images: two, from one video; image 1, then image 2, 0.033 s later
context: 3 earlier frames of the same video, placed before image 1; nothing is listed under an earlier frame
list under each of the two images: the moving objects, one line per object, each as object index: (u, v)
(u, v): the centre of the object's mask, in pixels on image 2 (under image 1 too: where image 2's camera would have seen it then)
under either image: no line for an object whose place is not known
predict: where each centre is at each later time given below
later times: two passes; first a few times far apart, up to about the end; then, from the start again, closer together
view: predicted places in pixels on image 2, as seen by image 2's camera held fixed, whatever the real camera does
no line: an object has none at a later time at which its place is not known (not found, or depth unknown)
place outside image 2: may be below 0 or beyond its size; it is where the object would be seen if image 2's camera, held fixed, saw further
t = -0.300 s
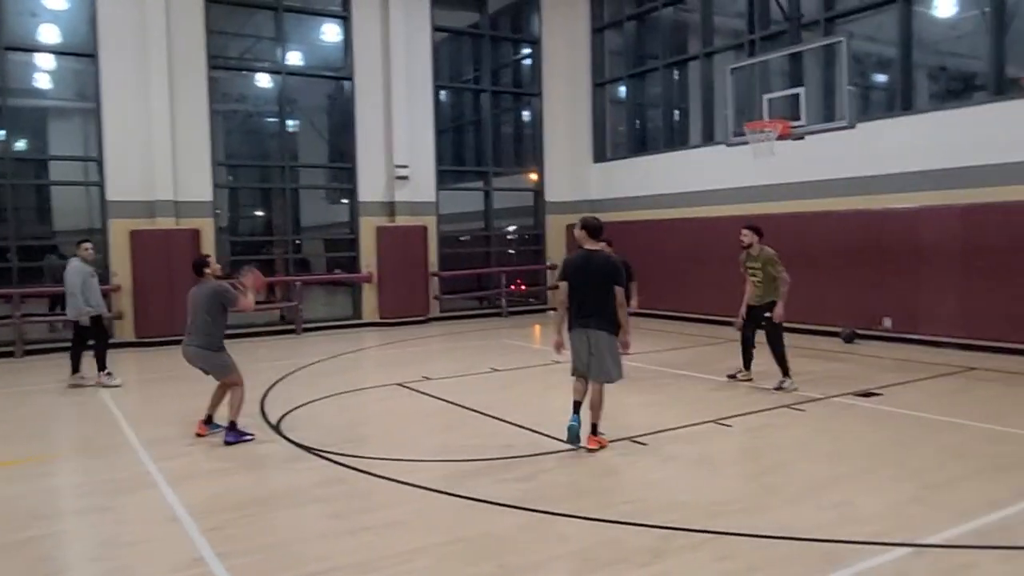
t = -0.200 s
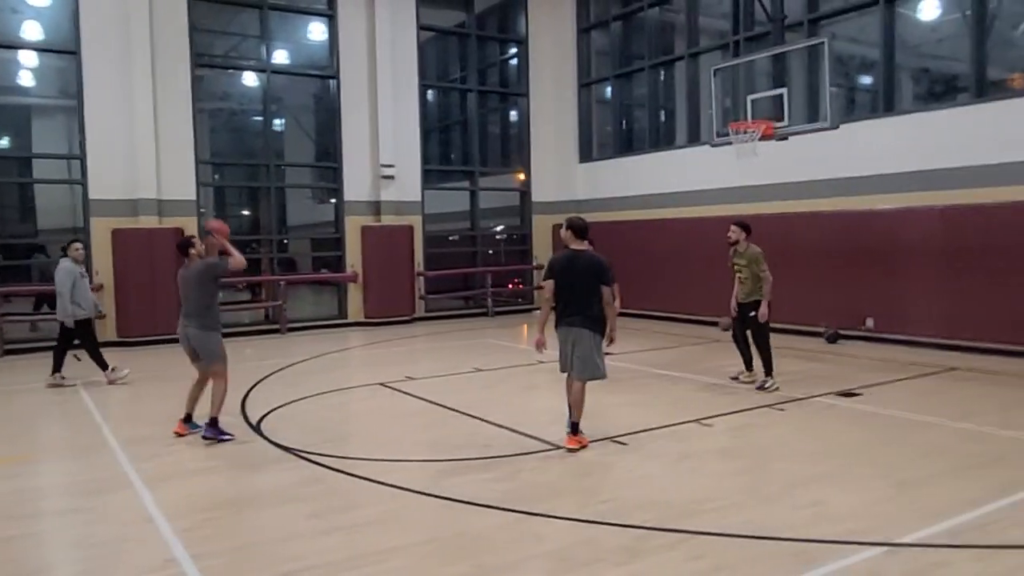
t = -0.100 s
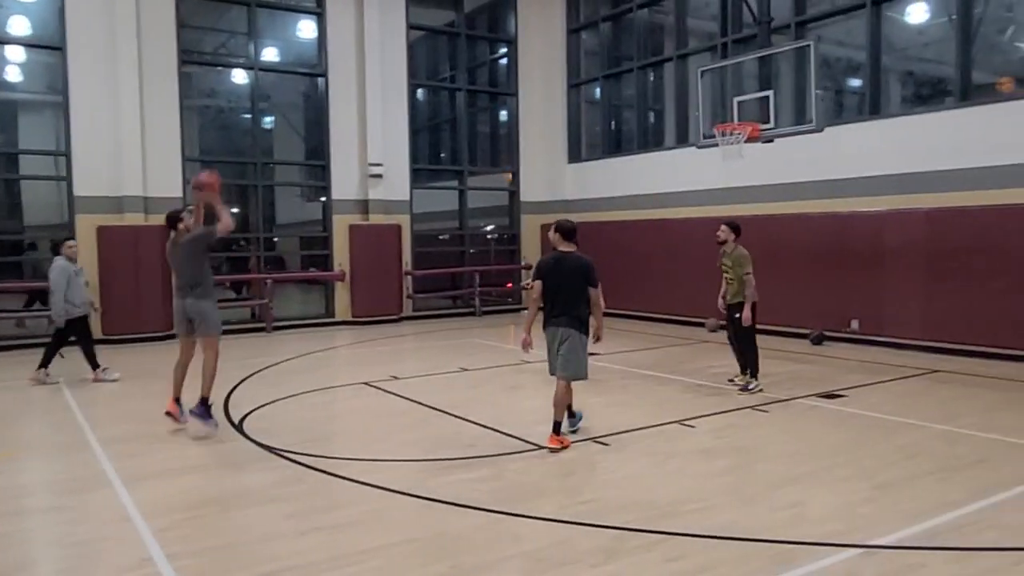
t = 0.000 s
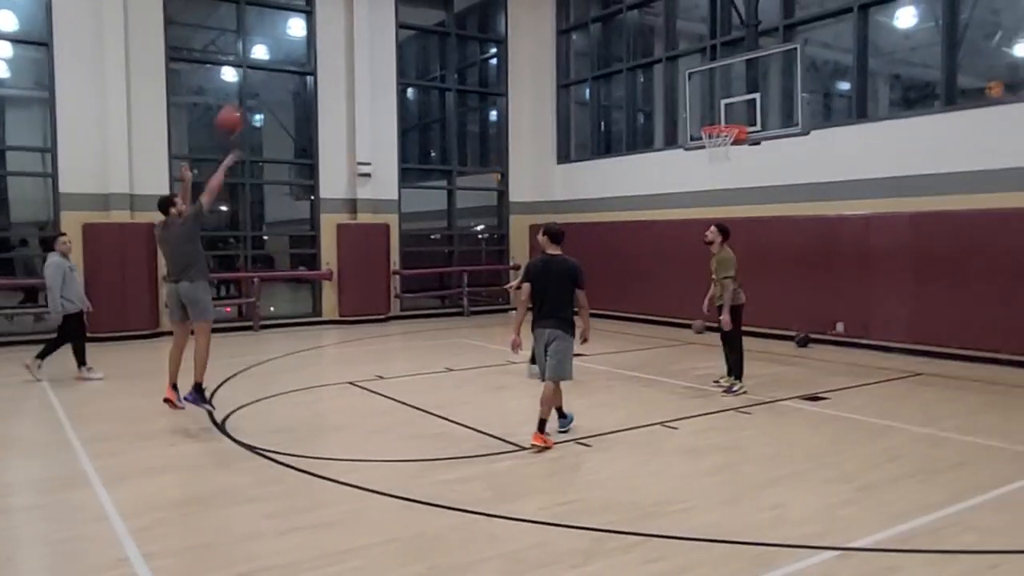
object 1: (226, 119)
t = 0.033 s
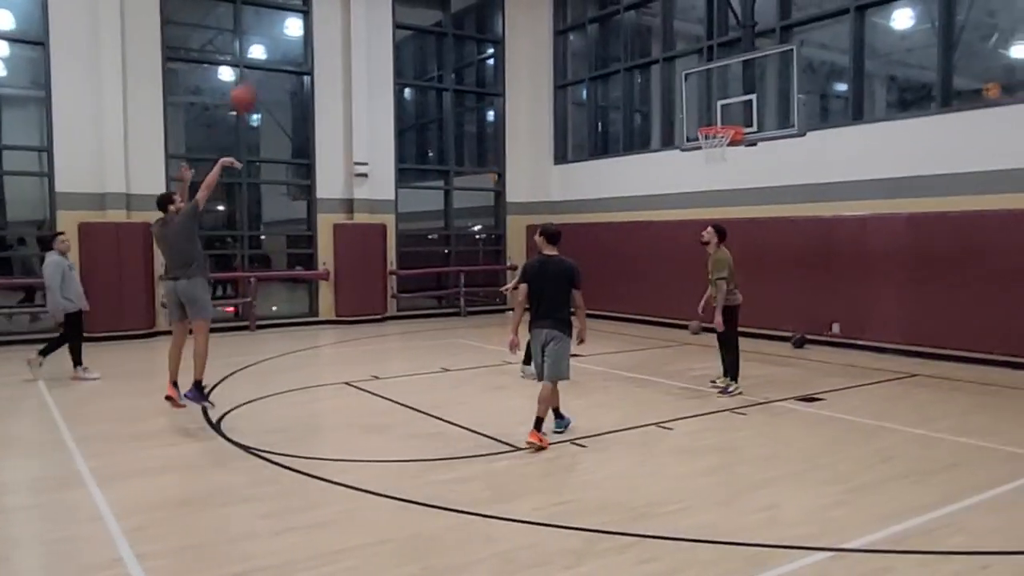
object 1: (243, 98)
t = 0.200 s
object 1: (322, 13)
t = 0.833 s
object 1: (567, -26)
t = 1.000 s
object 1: (621, 11)
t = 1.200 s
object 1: (677, 86)
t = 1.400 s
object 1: (710, 91)
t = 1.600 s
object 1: (716, 58)
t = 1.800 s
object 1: (710, 53)
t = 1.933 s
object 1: (703, 69)
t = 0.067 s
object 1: (259, 77)
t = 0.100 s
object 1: (275, 60)
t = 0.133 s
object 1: (290, 45)
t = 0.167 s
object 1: (307, 27)
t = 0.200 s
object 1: (322, 13)
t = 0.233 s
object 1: (338, 3)
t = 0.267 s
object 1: (354, -3)
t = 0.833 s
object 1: (567, -26)
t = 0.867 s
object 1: (579, -23)
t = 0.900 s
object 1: (590, -17)
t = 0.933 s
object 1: (600, -8)
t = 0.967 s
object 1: (611, 2)
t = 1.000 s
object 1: (621, 11)
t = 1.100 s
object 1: (651, 45)
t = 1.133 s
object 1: (660, 58)
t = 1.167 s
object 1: (669, 71)
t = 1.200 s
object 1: (677, 86)
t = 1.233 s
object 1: (687, 102)
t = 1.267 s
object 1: (695, 117)
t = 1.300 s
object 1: (700, 120)
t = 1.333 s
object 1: (704, 110)
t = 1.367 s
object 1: (707, 99)
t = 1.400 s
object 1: (710, 91)
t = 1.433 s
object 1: (713, 84)
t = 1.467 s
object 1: (715, 76)
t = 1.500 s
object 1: (720, 73)
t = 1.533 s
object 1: (719, 66)
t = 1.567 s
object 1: (718, 62)
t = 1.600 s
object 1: (716, 58)
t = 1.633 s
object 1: (715, 55)
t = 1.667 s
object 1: (714, 54)
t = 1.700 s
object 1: (713, 53)
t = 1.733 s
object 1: (711, 53)
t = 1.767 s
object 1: (711, 53)
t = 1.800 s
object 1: (710, 53)
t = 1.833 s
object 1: (708, 55)
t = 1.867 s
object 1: (707, 59)
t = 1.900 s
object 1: (705, 63)
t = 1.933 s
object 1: (703, 69)
